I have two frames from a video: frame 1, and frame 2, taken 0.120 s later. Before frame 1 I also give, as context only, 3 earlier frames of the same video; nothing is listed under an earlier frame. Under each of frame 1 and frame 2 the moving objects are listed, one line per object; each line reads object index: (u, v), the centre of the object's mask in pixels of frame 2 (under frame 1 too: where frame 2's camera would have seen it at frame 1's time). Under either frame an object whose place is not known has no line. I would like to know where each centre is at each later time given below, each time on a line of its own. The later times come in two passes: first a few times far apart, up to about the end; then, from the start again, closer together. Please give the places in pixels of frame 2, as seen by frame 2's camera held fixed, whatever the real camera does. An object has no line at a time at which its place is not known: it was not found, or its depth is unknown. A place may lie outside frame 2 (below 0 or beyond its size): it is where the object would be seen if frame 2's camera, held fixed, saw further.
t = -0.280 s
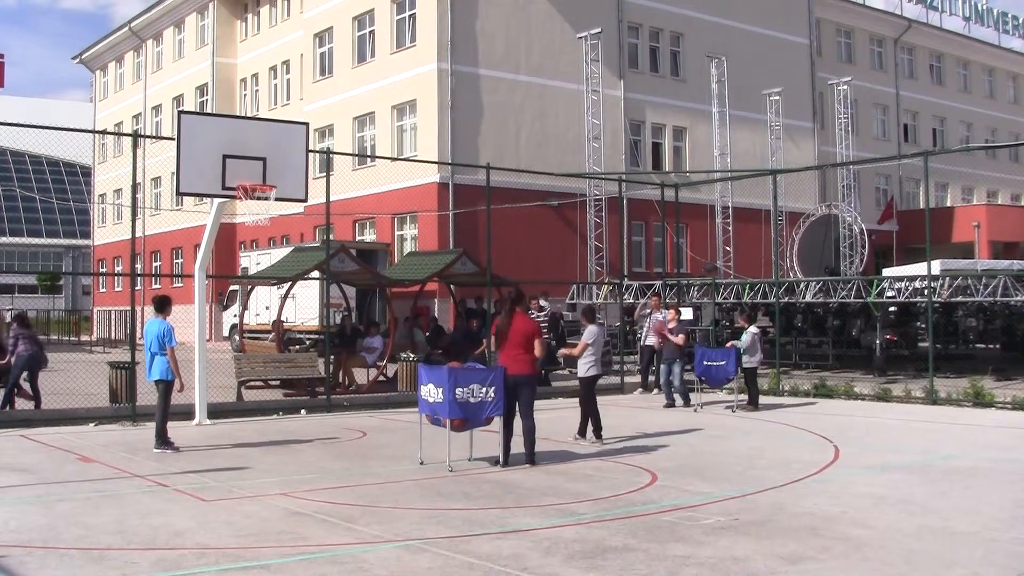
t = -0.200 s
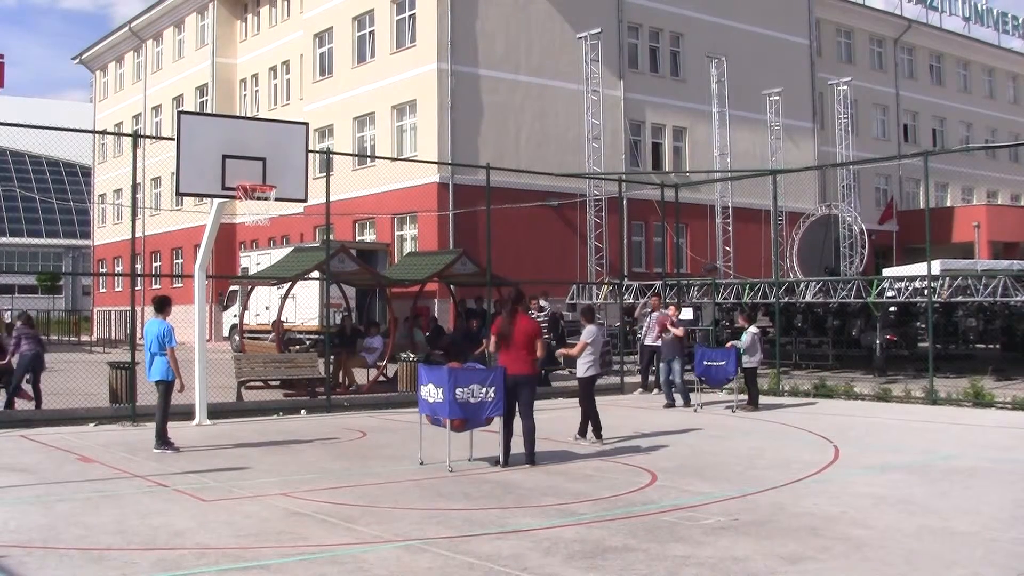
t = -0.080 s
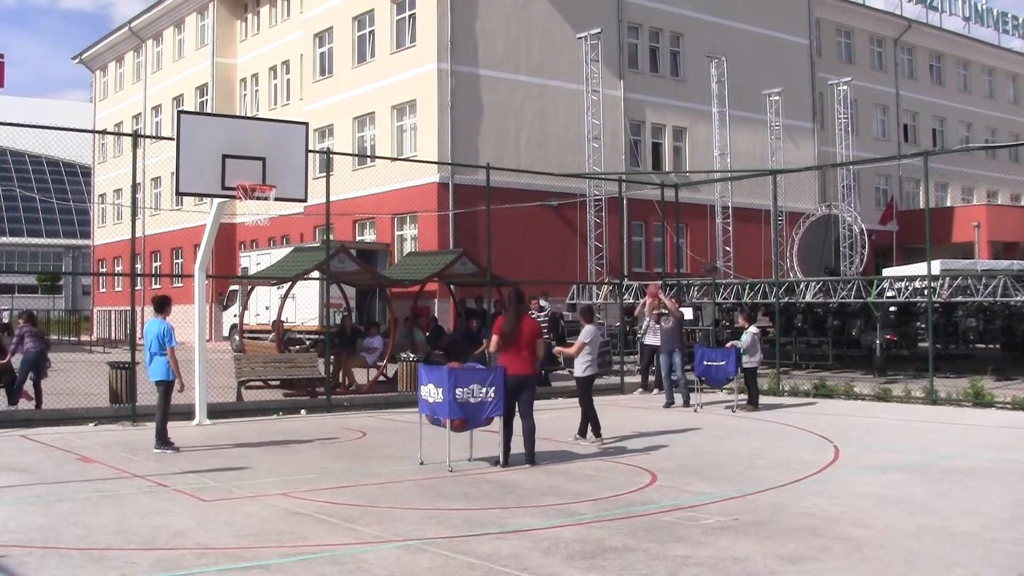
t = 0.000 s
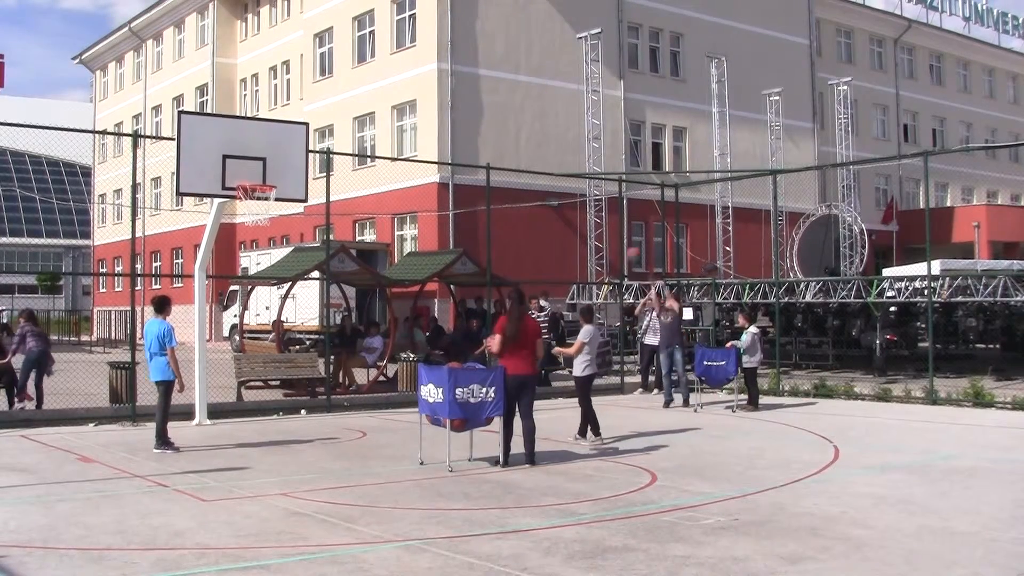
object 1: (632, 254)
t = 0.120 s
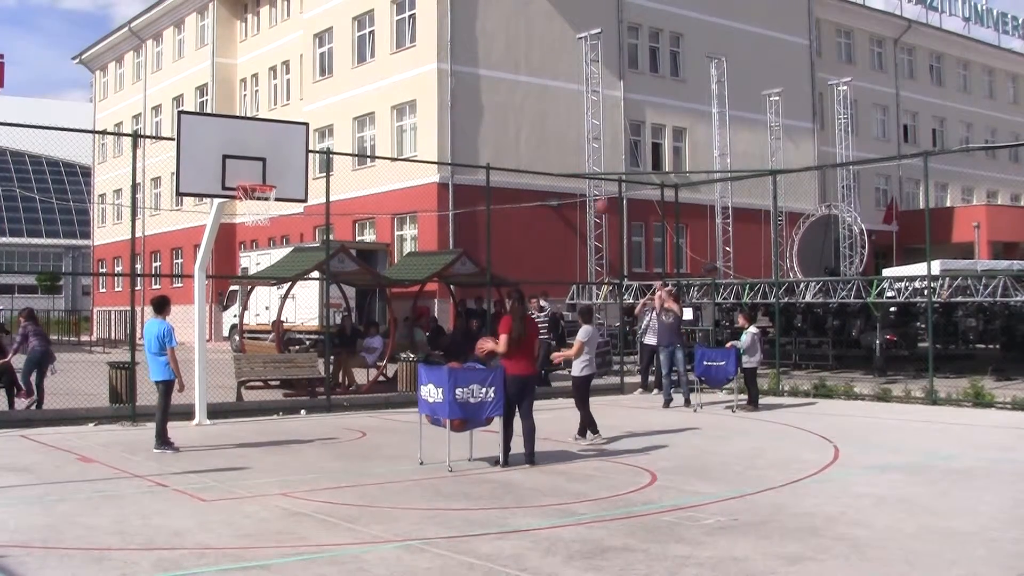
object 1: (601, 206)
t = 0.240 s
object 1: (569, 166)
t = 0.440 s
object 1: (512, 118)
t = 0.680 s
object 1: (439, 94)
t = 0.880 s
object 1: (373, 103)
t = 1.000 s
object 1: (332, 124)
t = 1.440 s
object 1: (212, 232)
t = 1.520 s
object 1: (201, 252)
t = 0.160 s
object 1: (592, 193)
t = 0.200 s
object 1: (580, 179)
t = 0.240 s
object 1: (569, 166)
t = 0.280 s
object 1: (558, 155)
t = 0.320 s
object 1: (547, 145)
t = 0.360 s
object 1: (536, 135)
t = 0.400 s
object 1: (524, 127)
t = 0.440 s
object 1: (512, 118)
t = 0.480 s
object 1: (501, 112)
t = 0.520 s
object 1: (489, 106)
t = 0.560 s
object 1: (476, 102)
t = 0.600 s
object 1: (464, 98)
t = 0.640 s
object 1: (452, 95)
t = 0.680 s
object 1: (439, 94)
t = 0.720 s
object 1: (426, 93)
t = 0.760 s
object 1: (413, 94)
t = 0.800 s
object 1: (400, 96)
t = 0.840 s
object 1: (387, 99)
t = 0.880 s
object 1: (373, 103)
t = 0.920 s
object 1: (360, 109)
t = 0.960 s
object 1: (346, 116)
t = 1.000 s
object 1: (332, 124)
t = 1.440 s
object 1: (212, 232)
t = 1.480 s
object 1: (206, 242)
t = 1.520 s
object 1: (201, 252)
